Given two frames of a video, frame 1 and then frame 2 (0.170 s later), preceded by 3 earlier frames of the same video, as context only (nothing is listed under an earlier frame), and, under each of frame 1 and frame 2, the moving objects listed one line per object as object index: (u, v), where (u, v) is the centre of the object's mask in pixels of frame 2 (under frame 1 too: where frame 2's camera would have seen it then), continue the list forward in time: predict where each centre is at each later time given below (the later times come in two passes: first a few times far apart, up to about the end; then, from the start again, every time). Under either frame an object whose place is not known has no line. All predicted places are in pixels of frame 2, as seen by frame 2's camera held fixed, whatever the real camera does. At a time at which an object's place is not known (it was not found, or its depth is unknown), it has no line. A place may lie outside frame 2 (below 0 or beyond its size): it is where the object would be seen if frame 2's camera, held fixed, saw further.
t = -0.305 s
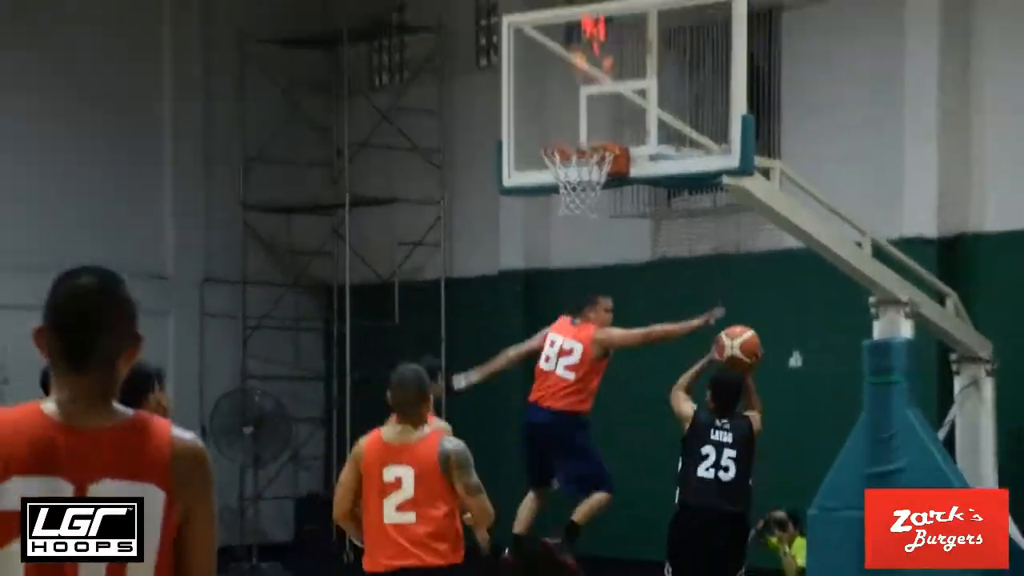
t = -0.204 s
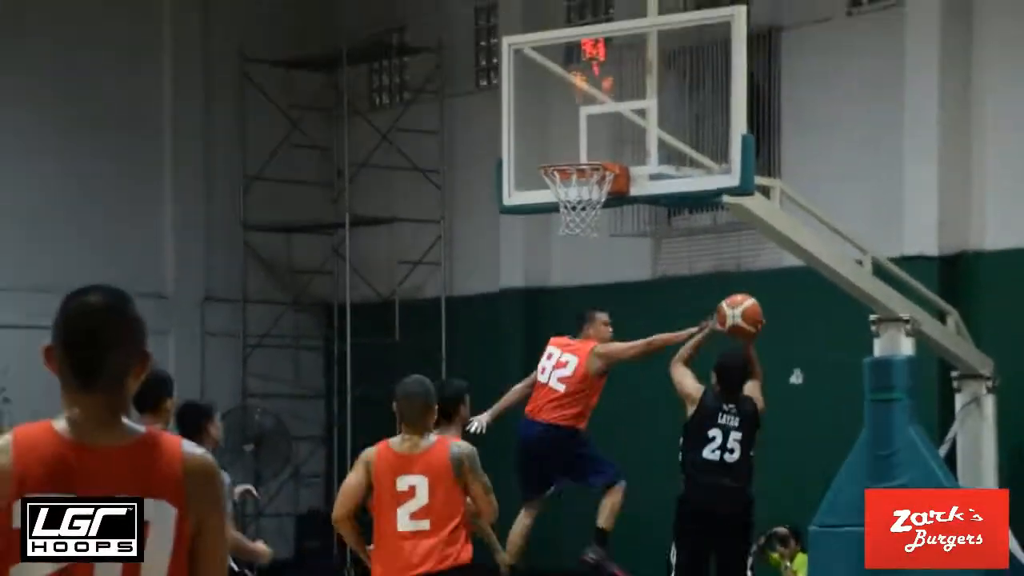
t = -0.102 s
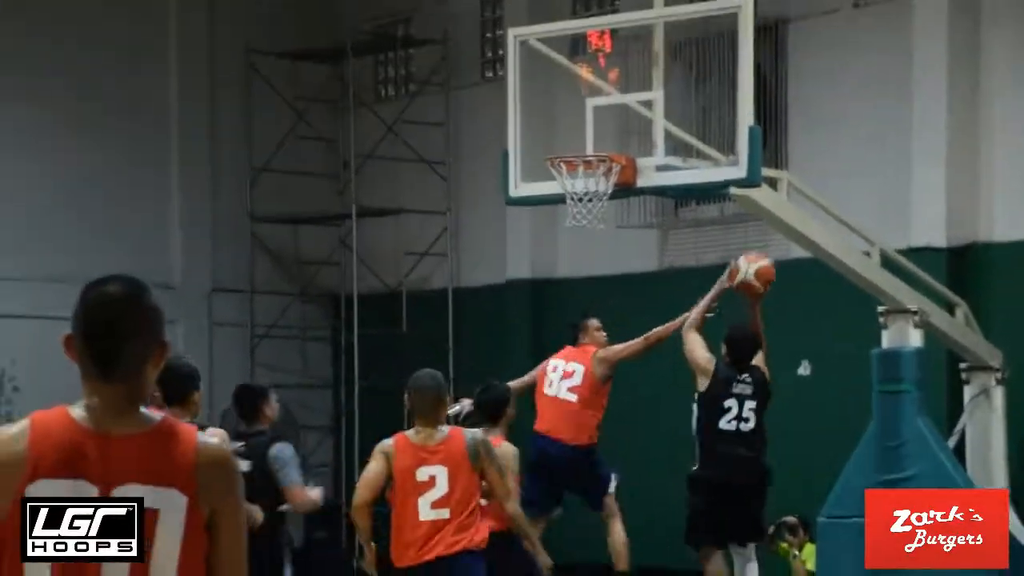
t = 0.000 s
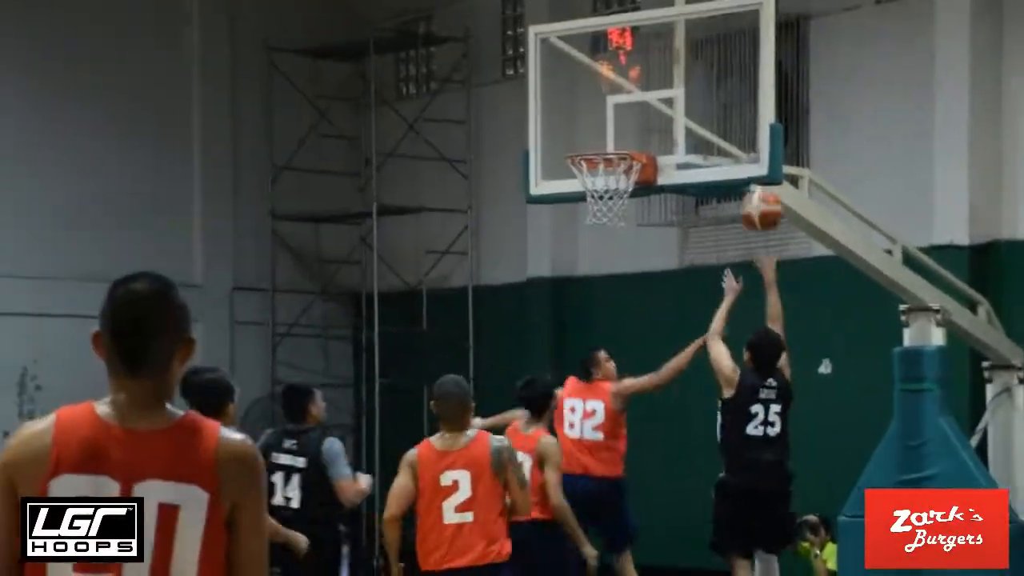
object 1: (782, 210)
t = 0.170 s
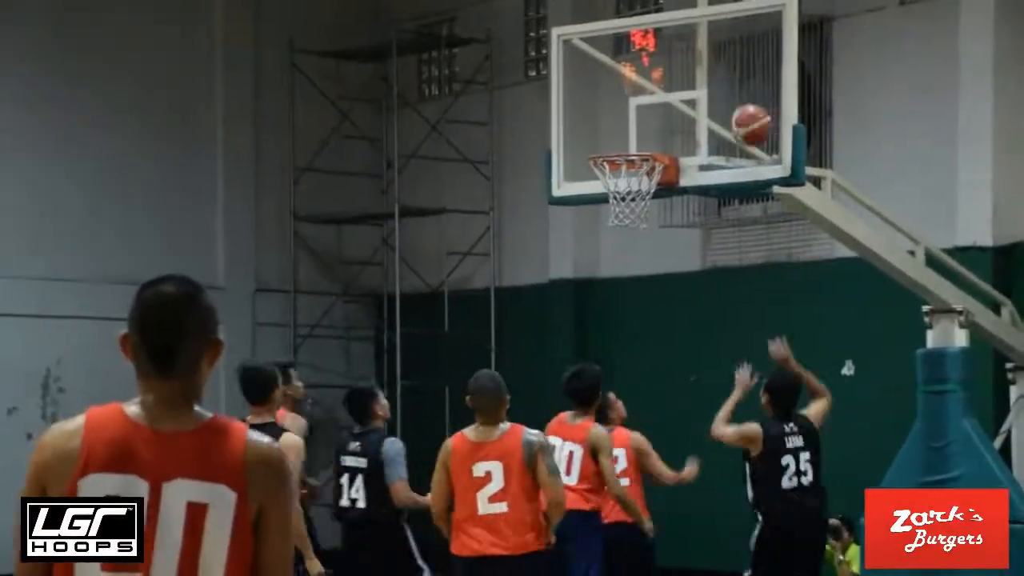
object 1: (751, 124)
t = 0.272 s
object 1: (733, 98)
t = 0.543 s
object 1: (657, 111)
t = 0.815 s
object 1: (622, 212)
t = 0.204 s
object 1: (746, 114)
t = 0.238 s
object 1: (739, 105)
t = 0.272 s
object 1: (733, 98)
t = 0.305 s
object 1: (727, 91)
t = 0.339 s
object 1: (721, 89)
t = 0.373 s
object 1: (713, 88)
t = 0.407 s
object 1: (702, 89)
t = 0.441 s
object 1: (690, 92)
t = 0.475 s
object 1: (680, 96)
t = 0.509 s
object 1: (670, 102)
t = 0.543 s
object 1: (657, 111)
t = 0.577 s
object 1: (649, 120)
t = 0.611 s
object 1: (638, 131)
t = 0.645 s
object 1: (626, 139)
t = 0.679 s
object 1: (614, 156)
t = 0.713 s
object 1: (618, 173)
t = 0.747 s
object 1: (618, 182)
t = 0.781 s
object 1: (619, 200)
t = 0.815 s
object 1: (622, 212)
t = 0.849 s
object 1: (623, 227)
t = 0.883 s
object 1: (626, 239)
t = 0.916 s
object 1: (629, 256)
